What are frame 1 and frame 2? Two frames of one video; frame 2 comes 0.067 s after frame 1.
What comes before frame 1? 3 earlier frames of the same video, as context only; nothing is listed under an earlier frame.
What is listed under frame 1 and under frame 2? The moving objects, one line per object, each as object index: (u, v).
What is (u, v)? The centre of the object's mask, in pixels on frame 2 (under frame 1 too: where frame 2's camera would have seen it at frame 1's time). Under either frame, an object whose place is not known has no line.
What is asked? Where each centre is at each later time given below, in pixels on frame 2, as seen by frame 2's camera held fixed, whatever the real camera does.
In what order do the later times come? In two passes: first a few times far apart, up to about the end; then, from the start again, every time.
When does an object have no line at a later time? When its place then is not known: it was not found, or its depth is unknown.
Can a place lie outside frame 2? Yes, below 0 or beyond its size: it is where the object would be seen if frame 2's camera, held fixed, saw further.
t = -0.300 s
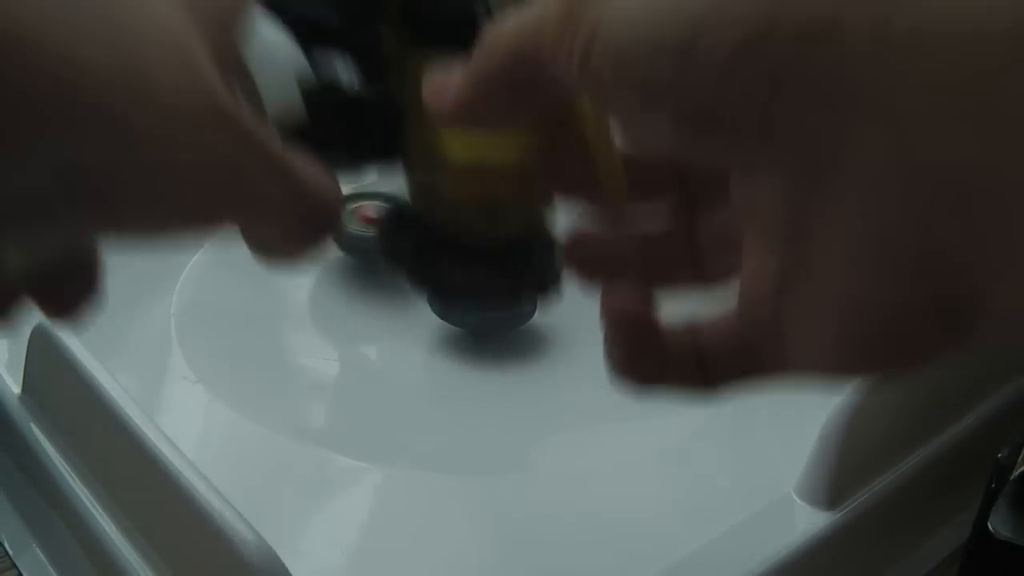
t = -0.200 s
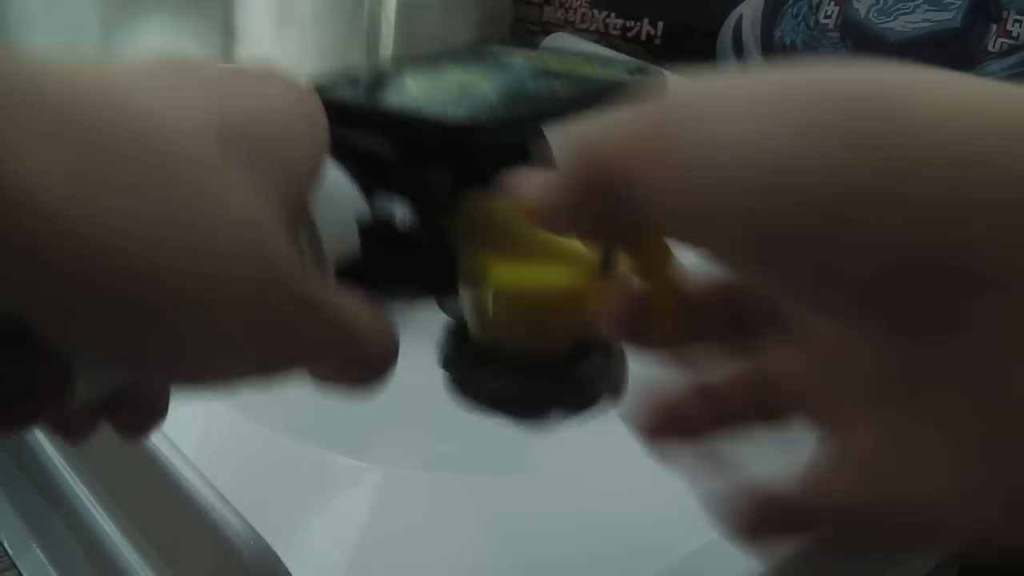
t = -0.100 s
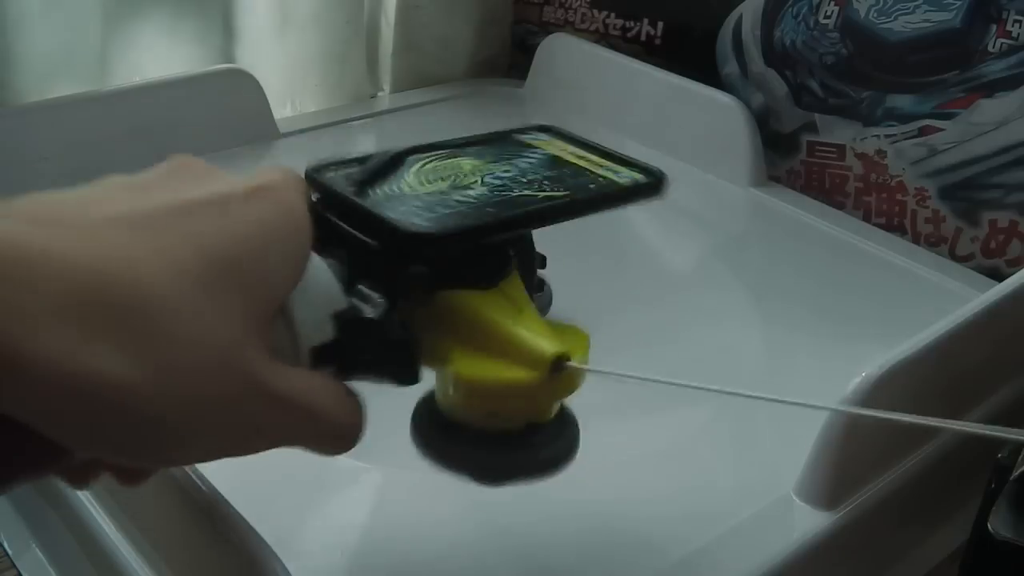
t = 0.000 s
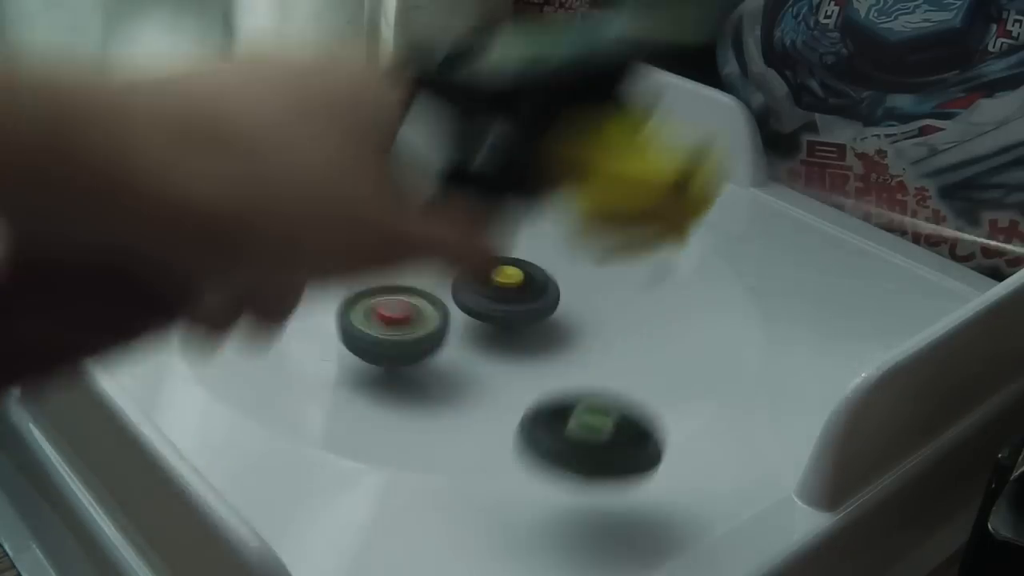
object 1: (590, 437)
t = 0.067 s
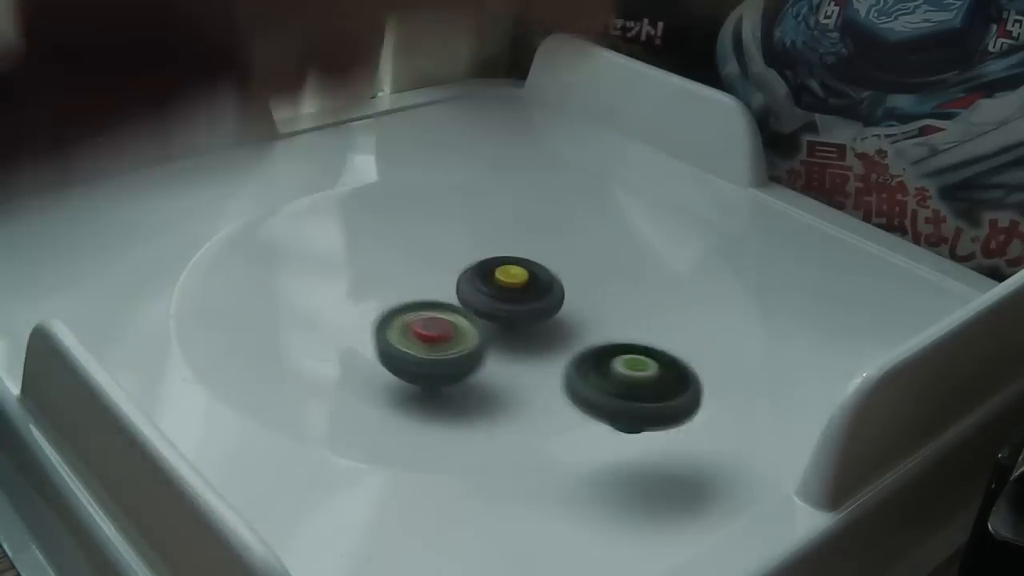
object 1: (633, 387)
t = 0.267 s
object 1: (658, 294)
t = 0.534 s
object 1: (435, 155)
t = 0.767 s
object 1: (245, 157)
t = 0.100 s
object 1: (647, 398)
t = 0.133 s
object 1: (658, 387)
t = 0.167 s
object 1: (664, 353)
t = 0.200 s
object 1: (667, 342)
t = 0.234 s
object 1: (665, 317)
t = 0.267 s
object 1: (658, 294)
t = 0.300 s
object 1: (648, 273)
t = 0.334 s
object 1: (632, 252)
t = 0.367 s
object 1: (611, 231)
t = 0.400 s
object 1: (588, 216)
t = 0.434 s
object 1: (556, 198)
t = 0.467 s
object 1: (519, 181)
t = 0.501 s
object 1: (480, 168)
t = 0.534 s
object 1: (435, 155)
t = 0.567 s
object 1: (393, 147)
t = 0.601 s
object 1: (354, 138)
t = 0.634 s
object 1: (323, 135)
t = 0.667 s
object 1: (295, 133)
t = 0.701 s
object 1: (276, 141)
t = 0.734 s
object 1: (259, 149)
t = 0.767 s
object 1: (245, 157)
